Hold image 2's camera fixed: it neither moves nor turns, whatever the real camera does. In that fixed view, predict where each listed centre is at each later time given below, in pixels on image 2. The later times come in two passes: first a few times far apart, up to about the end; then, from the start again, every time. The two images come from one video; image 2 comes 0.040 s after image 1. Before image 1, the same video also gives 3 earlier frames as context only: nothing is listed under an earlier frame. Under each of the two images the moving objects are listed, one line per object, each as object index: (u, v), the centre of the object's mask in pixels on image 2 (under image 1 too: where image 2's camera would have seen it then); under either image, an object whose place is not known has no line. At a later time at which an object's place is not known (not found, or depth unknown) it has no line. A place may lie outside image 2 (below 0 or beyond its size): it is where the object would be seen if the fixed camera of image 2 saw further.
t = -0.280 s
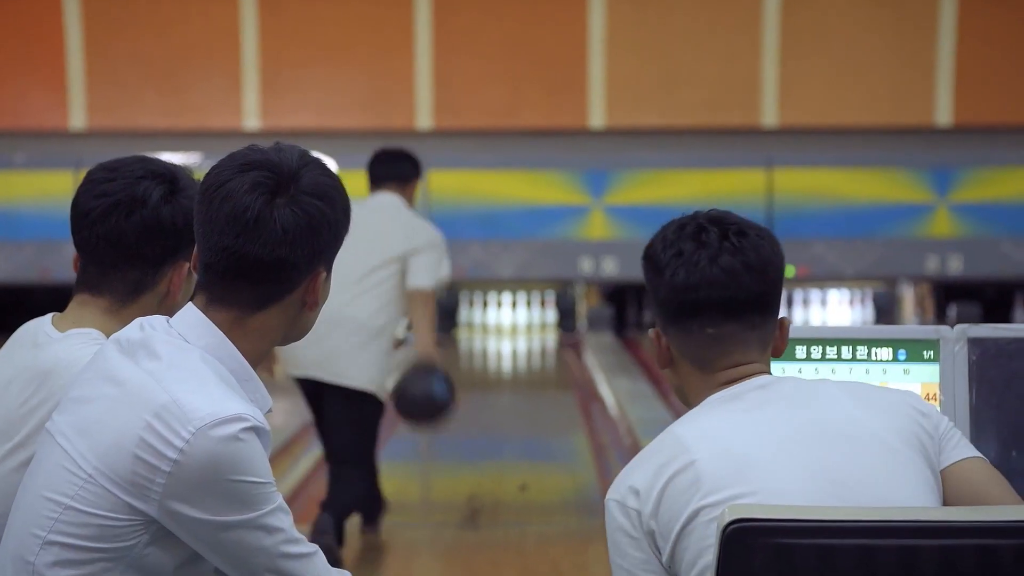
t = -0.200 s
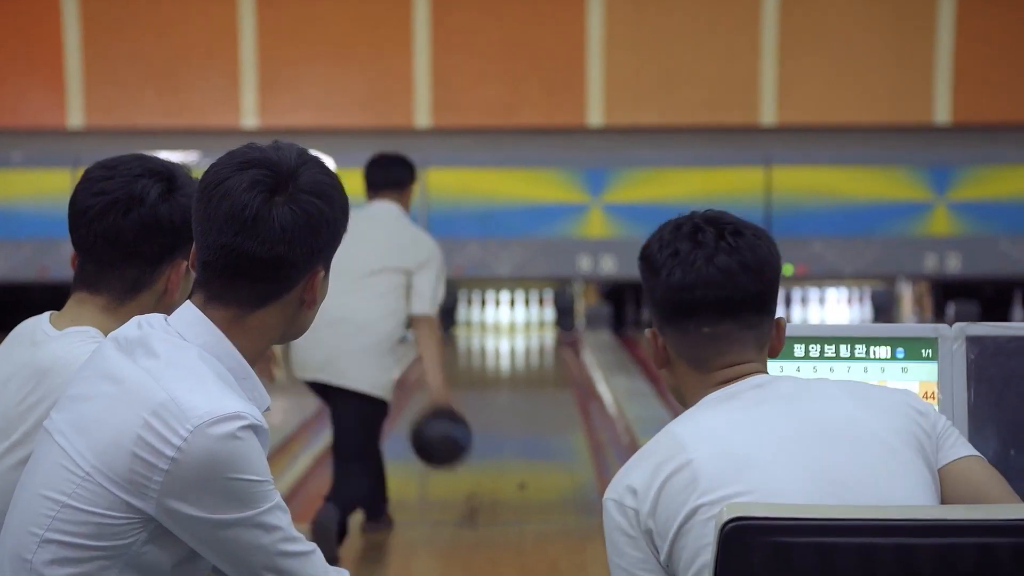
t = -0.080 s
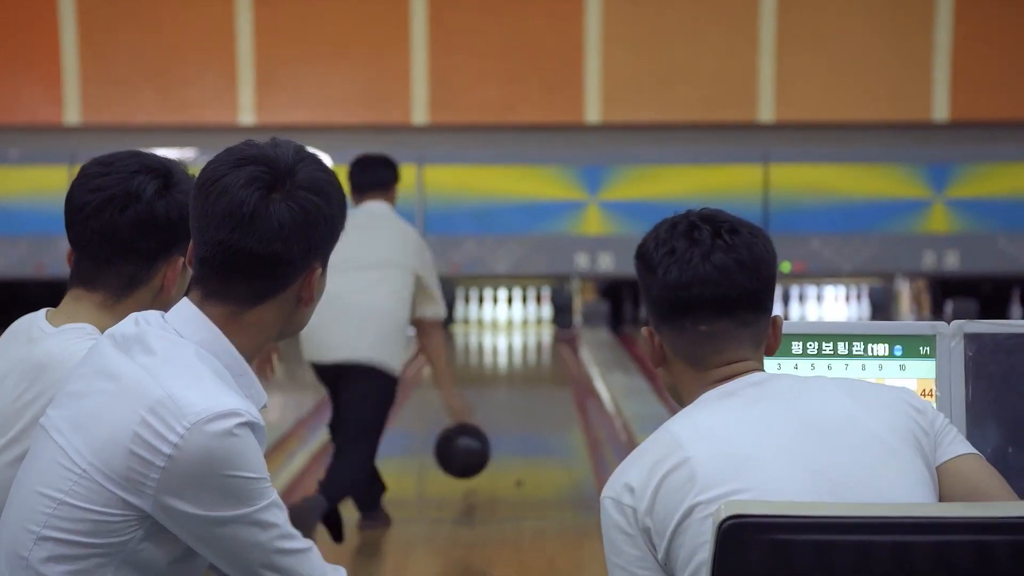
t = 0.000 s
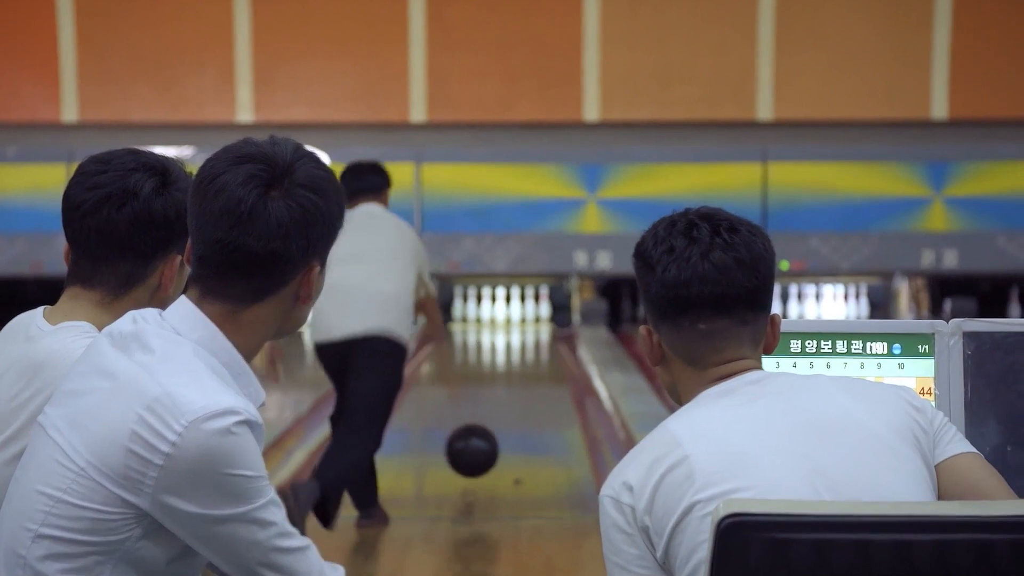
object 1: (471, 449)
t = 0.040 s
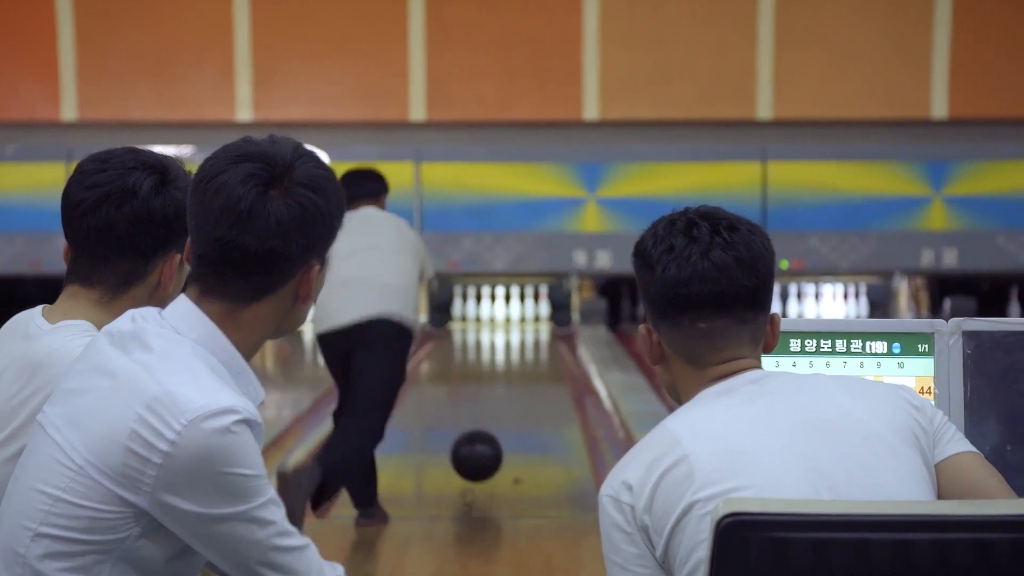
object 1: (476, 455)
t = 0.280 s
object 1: (502, 437)
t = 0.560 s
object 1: (523, 407)
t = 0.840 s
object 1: (538, 386)
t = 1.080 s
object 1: (549, 370)
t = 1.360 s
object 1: (559, 356)
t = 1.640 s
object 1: (568, 347)
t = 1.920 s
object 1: (568, 340)
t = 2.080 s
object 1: (569, 336)
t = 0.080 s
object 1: (482, 463)
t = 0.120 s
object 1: (486, 454)
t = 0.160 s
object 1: (490, 447)
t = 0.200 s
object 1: (494, 444)
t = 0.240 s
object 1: (498, 442)
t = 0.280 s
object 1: (502, 437)
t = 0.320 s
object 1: (505, 432)
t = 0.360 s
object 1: (509, 428)
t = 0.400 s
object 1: (512, 423)
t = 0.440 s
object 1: (514, 419)
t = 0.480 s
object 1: (517, 415)
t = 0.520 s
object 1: (520, 411)
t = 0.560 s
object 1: (523, 407)
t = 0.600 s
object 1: (525, 404)
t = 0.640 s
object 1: (528, 401)
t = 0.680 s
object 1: (530, 398)
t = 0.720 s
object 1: (532, 394)
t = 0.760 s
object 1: (535, 391)
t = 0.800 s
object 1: (536, 388)
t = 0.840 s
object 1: (538, 386)
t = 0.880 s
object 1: (540, 383)
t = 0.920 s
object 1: (542, 380)
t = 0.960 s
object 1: (544, 378)
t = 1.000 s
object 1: (546, 375)
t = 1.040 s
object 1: (547, 373)
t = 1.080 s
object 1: (549, 370)
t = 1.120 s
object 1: (550, 368)
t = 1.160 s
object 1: (552, 366)
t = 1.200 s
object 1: (553, 364)
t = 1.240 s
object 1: (554, 362)
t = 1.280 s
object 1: (556, 359)
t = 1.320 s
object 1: (557, 358)
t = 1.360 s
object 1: (559, 356)
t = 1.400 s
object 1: (560, 354)
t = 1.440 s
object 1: (561, 352)
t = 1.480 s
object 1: (562, 350)
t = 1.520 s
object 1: (563, 349)
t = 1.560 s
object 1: (564, 347)
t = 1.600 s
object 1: (566, 347)
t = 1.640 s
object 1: (568, 347)
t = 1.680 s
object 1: (570, 347)
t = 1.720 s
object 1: (574, 346)
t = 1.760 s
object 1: (574, 343)
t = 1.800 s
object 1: (573, 340)
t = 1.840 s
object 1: (572, 340)
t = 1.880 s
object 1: (570, 341)
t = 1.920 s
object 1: (568, 340)
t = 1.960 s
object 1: (568, 339)
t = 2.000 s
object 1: (568, 338)
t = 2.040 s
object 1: (569, 337)
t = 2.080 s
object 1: (569, 336)
